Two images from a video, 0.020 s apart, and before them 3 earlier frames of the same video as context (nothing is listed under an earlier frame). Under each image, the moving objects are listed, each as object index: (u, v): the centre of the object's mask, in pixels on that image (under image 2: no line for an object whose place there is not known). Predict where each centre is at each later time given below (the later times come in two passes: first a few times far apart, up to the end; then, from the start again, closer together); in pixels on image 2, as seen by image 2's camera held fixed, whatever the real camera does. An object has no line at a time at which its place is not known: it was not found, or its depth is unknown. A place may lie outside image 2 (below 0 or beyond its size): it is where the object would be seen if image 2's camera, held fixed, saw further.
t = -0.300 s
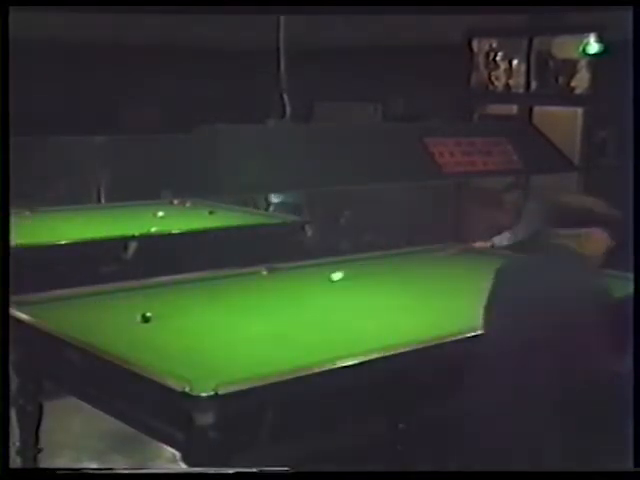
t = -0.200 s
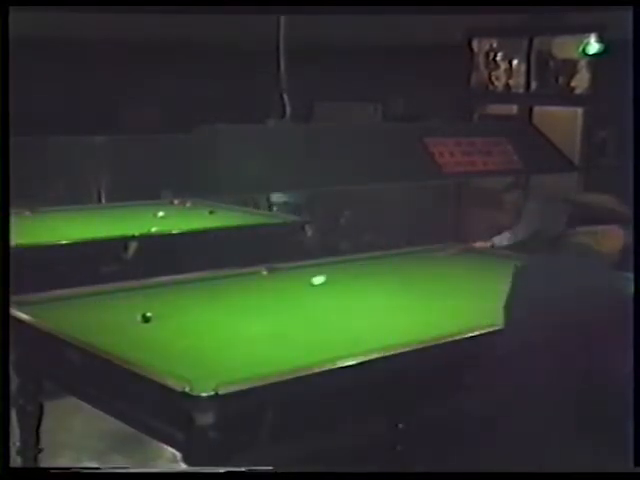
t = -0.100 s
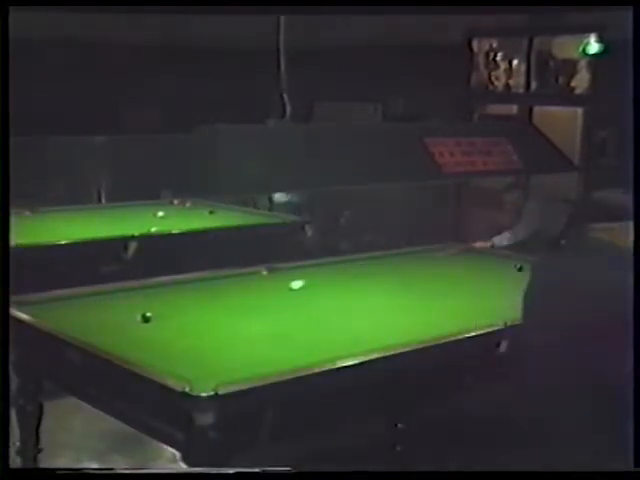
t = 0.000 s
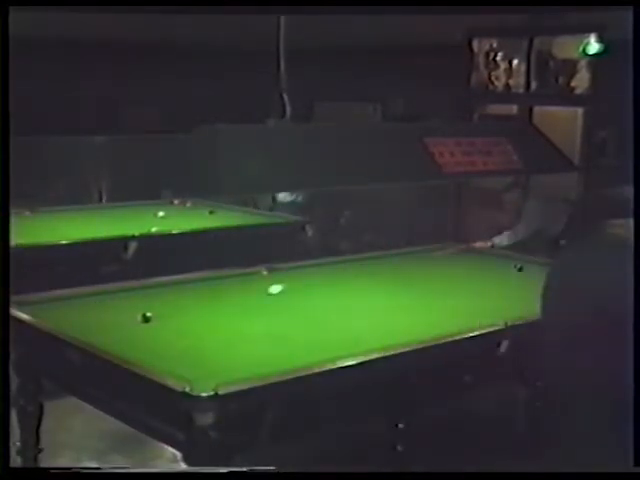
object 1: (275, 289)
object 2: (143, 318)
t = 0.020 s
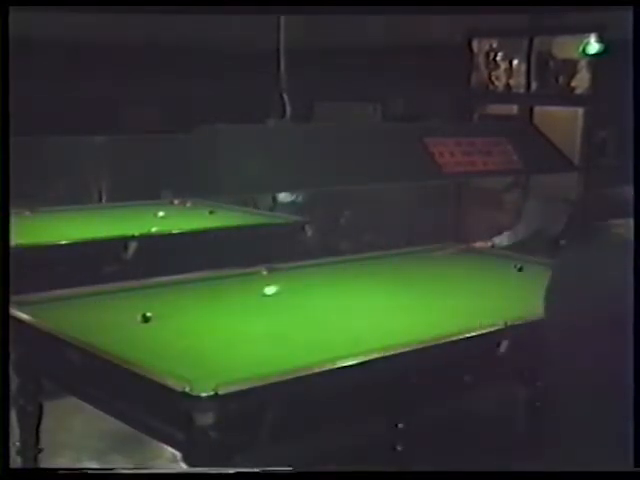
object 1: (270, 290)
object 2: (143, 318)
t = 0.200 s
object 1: (228, 299)
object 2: (144, 318)
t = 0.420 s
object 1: (172, 311)
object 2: (144, 318)
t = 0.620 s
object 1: (156, 317)
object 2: (107, 323)
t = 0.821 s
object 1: (149, 322)
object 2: (71, 325)
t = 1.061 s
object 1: (138, 328)
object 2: (102, 323)
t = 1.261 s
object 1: (129, 334)
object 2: (126, 318)
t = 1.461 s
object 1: (122, 338)
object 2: (148, 314)
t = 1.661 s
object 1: (113, 342)
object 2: (168, 312)
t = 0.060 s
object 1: (261, 292)
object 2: (143, 318)
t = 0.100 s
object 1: (252, 294)
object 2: (143, 318)
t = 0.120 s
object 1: (247, 295)
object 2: (144, 318)
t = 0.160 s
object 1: (238, 297)
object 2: (144, 318)
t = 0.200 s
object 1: (228, 299)
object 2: (144, 318)
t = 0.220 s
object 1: (223, 300)
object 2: (144, 318)
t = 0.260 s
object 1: (213, 302)
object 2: (144, 318)
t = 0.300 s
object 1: (203, 304)
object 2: (143, 318)
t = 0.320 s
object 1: (198, 305)
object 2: (144, 318)
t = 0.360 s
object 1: (188, 307)
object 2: (144, 318)
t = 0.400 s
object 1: (178, 309)
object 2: (144, 317)
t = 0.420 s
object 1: (172, 311)
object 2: (144, 318)
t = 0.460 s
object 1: (160, 313)
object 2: (143, 318)
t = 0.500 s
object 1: (156, 315)
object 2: (138, 319)
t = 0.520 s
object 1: (157, 315)
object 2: (133, 319)
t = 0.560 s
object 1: (157, 316)
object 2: (121, 320)
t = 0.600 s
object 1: (157, 317)
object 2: (112, 322)
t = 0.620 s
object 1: (156, 317)
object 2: (107, 323)
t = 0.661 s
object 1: (155, 318)
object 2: (100, 324)
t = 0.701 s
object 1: (153, 319)
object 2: (91, 325)
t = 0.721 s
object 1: (152, 319)
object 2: (86, 326)
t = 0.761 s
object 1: (151, 321)
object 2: (79, 326)
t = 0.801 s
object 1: (149, 321)
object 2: (70, 325)
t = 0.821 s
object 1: (149, 322)
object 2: (71, 325)
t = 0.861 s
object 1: (146, 323)
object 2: (78, 326)
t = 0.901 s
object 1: (144, 324)
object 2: (82, 326)
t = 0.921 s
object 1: (144, 325)
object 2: (85, 325)
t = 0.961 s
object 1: (142, 326)
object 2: (91, 324)
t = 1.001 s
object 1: (141, 327)
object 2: (95, 324)
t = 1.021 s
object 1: (140, 327)
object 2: (97, 323)
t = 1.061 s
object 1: (138, 328)
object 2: (102, 323)
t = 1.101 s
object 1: (137, 329)
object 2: (107, 322)
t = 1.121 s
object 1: (135, 330)
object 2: (109, 321)
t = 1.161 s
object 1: (134, 331)
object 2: (114, 321)
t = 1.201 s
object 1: (132, 332)
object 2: (119, 320)
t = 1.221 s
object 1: (131, 333)
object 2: (122, 319)
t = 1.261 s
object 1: (129, 334)
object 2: (126, 318)
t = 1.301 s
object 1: (127, 335)
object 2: (130, 318)
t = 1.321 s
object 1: (125, 335)
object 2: (135, 317)
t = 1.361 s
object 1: (125, 336)
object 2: (137, 317)
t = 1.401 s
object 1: (123, 337)
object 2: (142, 316)
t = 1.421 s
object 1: (122, 338)
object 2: (145, 315)
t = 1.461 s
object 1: (122, 338)
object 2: (148, 314)
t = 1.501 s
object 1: (119, 339)
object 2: (151, 314)
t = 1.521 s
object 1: (117, 340)
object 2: (156, 314)
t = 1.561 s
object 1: (117, 340)
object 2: (156, 313)
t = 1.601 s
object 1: (116, 341)
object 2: (161, 312)
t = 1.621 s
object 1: (114, 342)
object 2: (164, 312)
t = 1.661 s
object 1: (113, 342)
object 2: (168, 312)
